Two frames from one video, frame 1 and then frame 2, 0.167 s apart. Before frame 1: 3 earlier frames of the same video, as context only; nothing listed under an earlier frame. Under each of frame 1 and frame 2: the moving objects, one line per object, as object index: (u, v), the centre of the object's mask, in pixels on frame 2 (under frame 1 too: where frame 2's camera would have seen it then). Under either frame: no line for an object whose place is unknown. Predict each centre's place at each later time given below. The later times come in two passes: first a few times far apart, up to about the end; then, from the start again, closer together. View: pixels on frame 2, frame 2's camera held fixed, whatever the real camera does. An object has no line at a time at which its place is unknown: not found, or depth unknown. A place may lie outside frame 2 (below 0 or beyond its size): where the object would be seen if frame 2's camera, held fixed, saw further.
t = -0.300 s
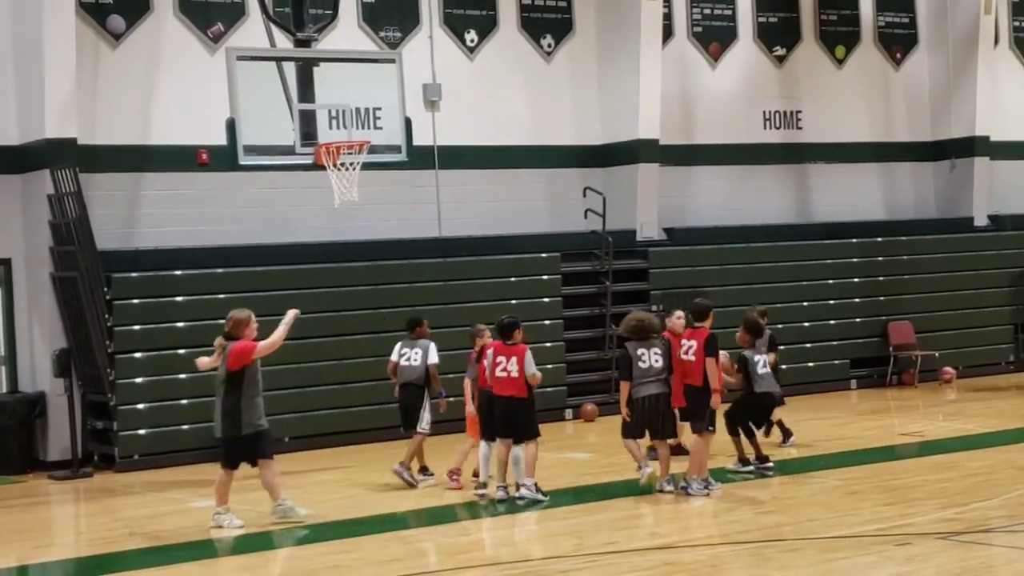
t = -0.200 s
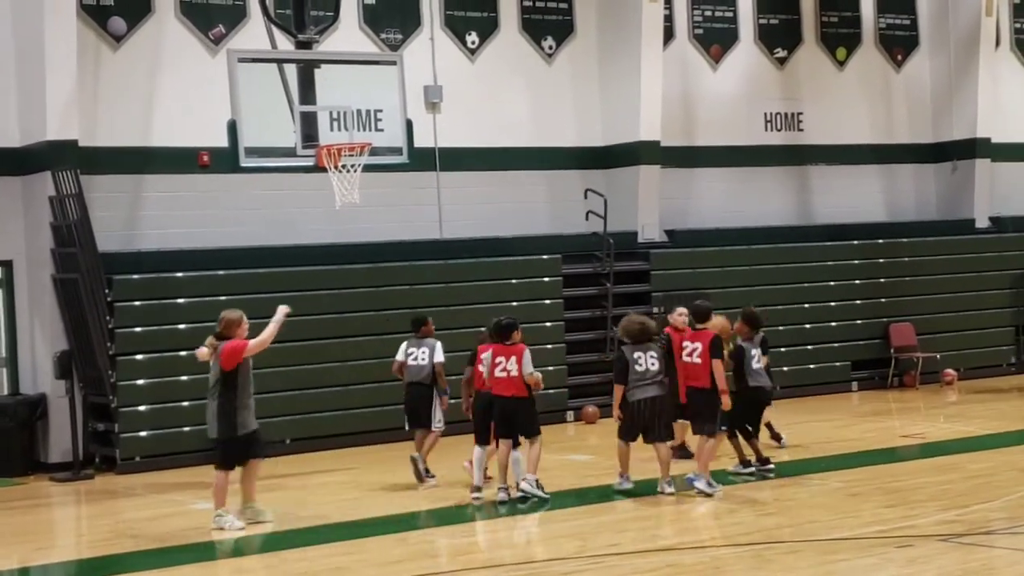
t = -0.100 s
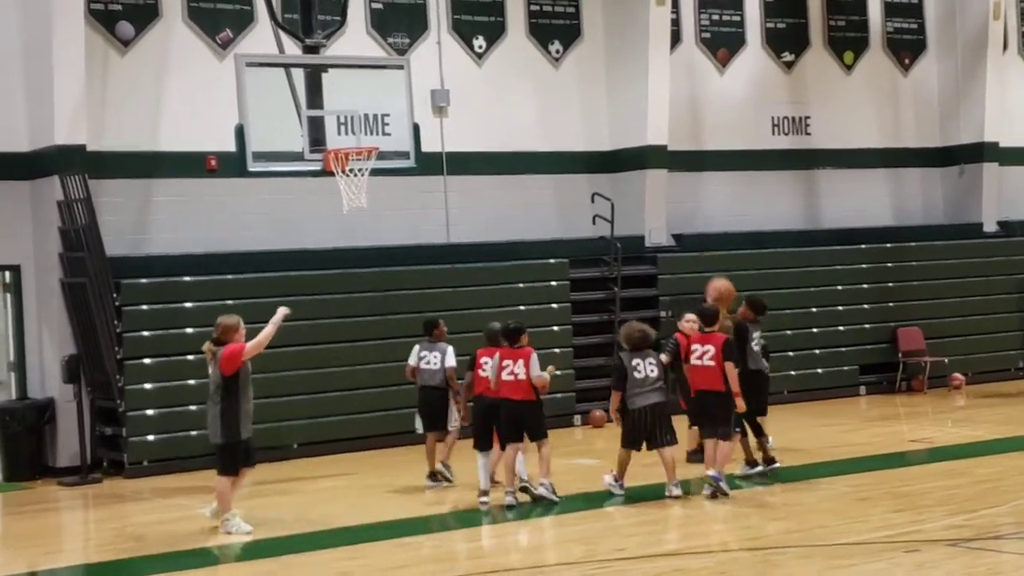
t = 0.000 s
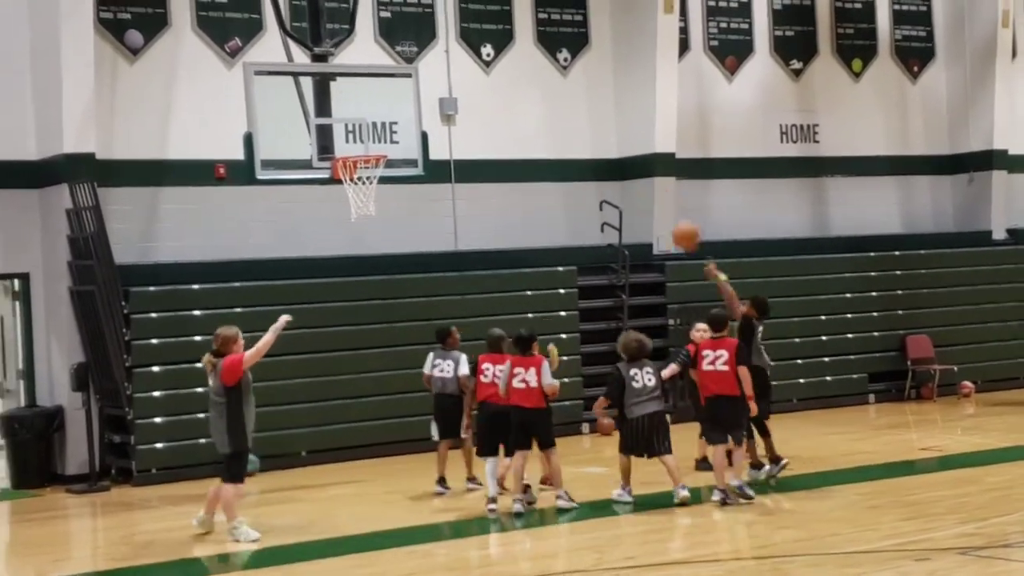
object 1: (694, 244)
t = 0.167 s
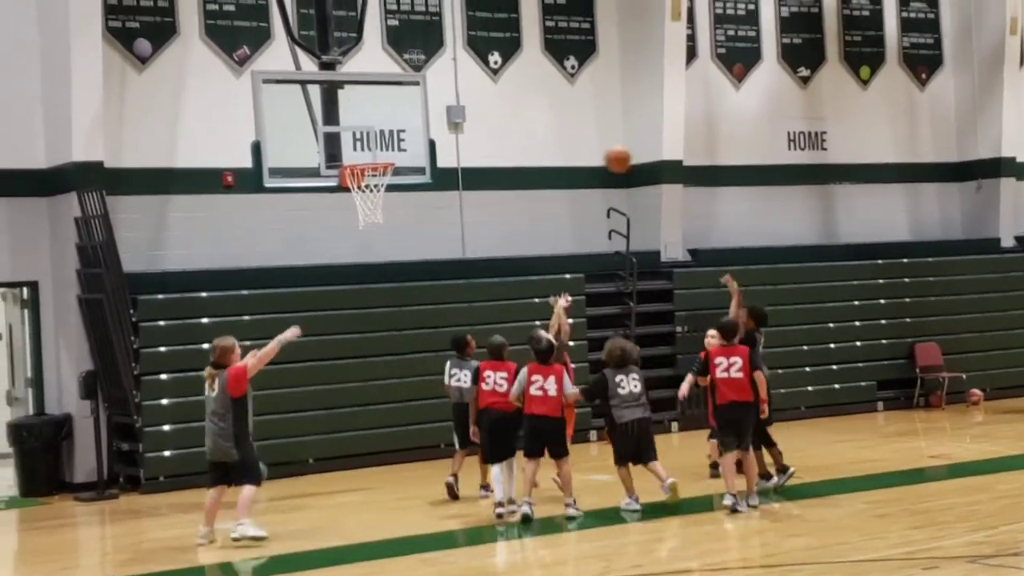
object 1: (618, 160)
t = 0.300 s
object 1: (561, 116)
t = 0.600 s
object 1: (447, 94)
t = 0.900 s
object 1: (368, 153)
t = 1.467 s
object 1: (382, 257)
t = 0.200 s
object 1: (603, 146)
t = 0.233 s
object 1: (589, 135)
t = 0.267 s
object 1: (575, 125)
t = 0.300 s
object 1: (561, 116)
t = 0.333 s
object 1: (548, 109)
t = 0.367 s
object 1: (534, 103)
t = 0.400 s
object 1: (521, 98)
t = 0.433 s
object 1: (508, 94)
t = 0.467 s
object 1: (495, 92)
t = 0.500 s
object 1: (483, 90)
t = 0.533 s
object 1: (471, 90)
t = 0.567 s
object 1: (459, 91)
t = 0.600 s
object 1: (447, 94)
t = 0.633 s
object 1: (435, 97)
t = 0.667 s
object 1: (424, 102)
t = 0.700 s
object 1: (412, 108)
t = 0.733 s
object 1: (401, 114)
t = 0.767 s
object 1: (390, 122)
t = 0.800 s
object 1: (378, 131)
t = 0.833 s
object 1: (368, 141)
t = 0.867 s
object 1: (366, 148)
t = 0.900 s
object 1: (368, 153)
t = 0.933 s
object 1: (370, 158)
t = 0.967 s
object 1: (370, 170)
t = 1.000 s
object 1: (375, 178)
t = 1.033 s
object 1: (377, 188)
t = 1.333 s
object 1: (380, 217)
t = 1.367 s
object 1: (380, 224)
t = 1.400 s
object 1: (381, 234)
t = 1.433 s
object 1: (381, 245)
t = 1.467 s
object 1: (382, 257)
